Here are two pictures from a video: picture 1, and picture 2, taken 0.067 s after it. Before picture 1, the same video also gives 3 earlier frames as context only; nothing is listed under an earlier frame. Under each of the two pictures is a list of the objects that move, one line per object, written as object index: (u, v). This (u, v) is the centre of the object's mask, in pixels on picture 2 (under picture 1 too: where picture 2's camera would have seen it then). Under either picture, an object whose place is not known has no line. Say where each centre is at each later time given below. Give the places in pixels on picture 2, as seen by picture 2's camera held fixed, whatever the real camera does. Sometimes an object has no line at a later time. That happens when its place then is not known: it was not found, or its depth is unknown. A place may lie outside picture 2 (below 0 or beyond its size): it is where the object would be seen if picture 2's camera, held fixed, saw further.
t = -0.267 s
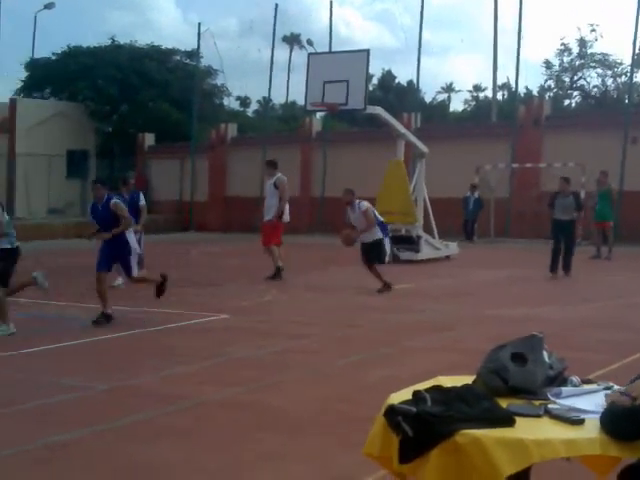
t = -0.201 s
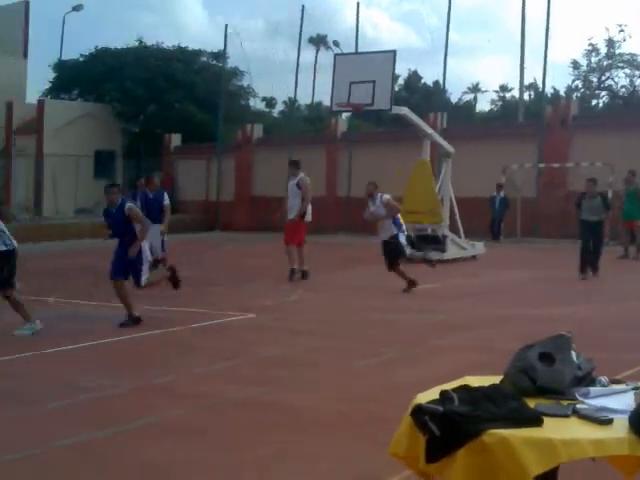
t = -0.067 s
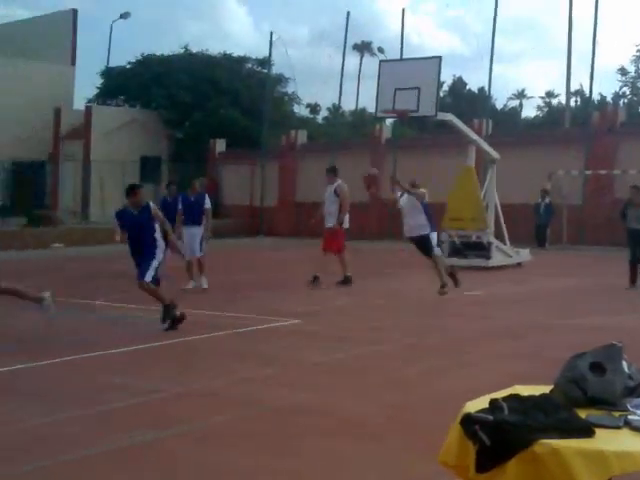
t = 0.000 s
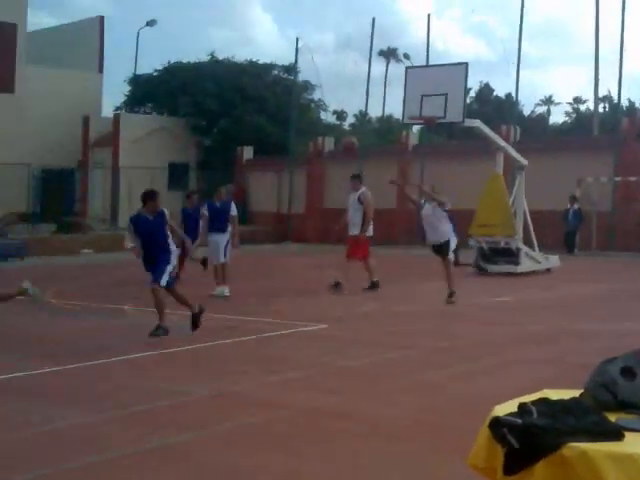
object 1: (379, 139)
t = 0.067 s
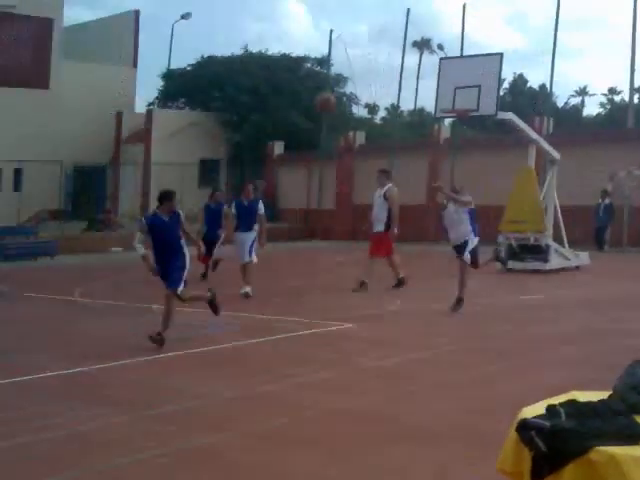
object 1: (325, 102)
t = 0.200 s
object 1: (206, 41)
